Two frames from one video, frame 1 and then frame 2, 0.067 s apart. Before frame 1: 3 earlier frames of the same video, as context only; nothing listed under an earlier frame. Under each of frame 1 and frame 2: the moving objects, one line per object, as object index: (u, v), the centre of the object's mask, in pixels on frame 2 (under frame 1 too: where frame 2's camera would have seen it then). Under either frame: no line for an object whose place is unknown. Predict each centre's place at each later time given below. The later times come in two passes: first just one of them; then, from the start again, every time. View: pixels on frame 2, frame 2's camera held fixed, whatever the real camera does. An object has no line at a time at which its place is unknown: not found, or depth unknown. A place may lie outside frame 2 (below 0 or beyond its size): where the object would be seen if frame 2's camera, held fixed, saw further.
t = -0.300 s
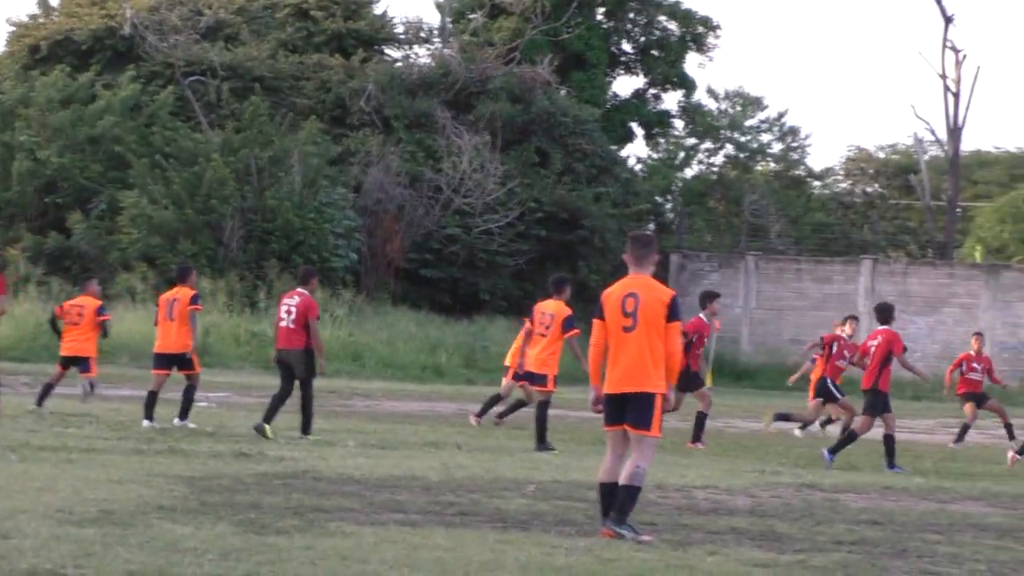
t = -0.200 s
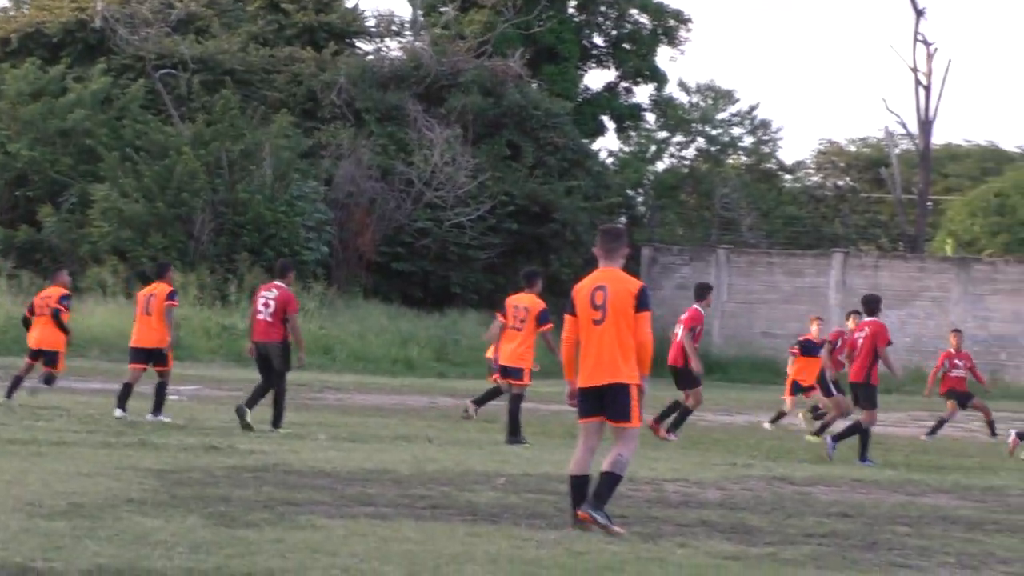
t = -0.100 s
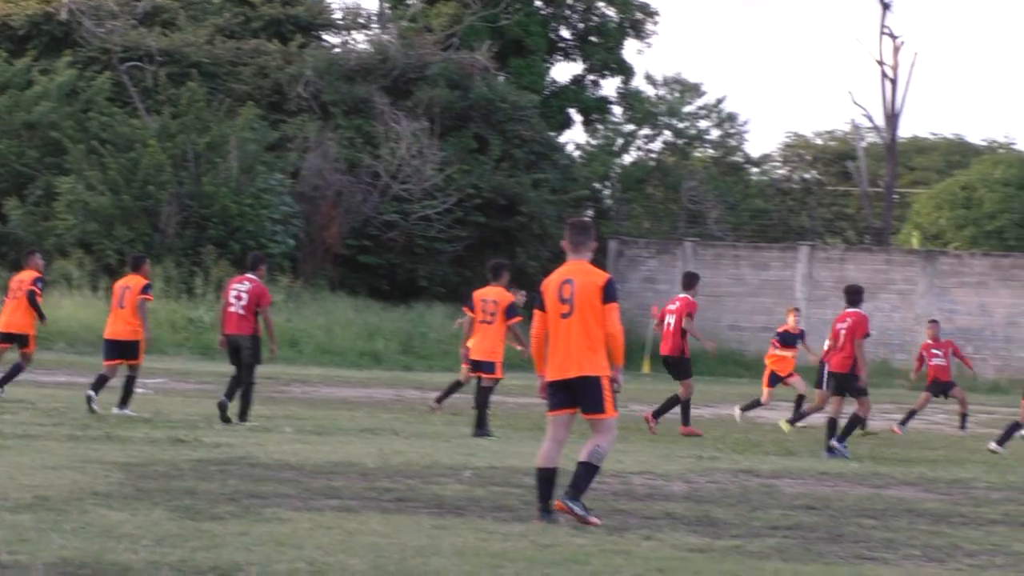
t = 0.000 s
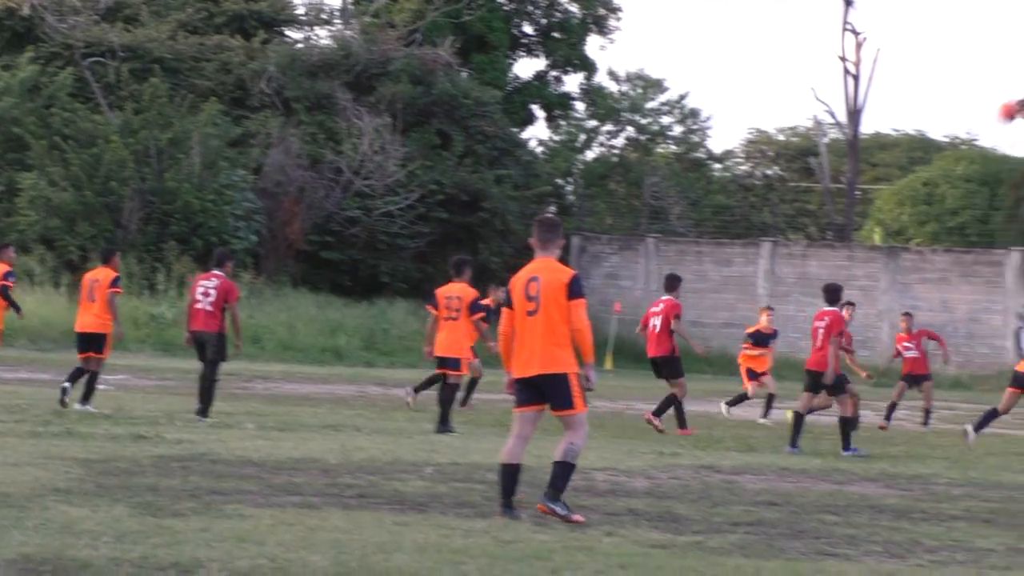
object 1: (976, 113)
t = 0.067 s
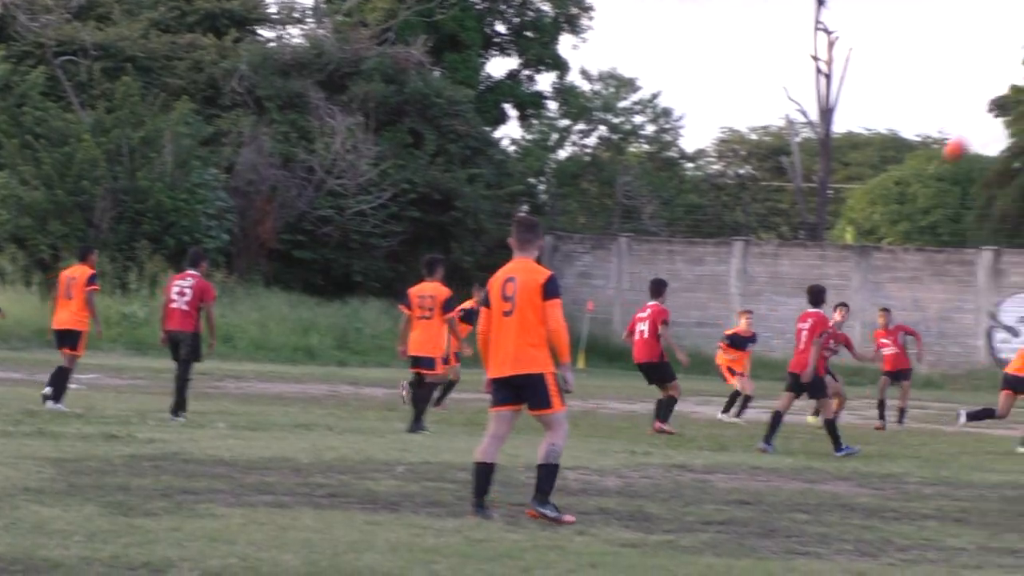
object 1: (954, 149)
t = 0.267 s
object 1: (895, 267)
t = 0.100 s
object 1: (946, 167)
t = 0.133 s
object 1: (936, 185)
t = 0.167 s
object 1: (926, 205)
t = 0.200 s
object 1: (916, 226)
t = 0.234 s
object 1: (906, 246)
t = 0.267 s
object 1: (895, 267)
